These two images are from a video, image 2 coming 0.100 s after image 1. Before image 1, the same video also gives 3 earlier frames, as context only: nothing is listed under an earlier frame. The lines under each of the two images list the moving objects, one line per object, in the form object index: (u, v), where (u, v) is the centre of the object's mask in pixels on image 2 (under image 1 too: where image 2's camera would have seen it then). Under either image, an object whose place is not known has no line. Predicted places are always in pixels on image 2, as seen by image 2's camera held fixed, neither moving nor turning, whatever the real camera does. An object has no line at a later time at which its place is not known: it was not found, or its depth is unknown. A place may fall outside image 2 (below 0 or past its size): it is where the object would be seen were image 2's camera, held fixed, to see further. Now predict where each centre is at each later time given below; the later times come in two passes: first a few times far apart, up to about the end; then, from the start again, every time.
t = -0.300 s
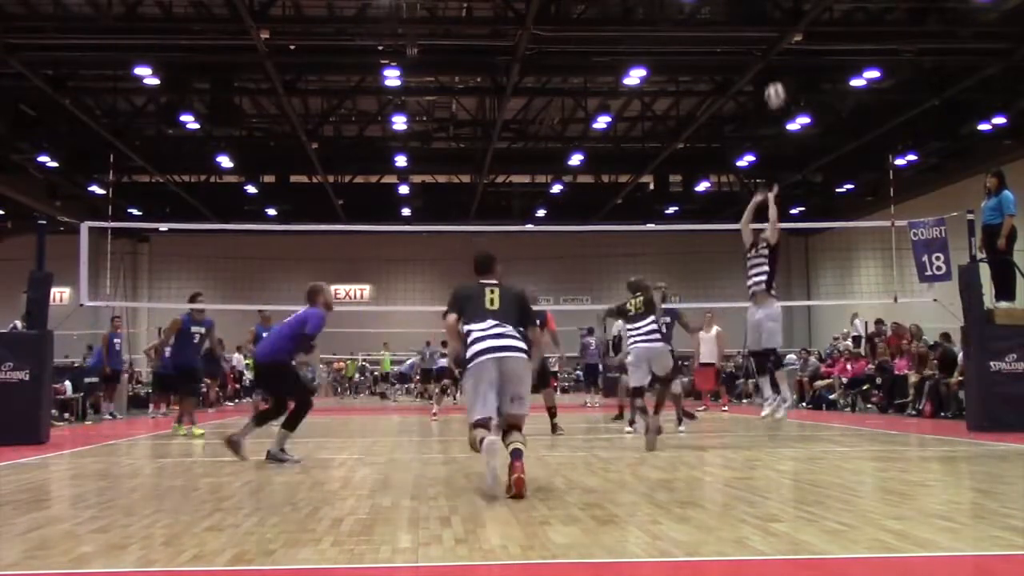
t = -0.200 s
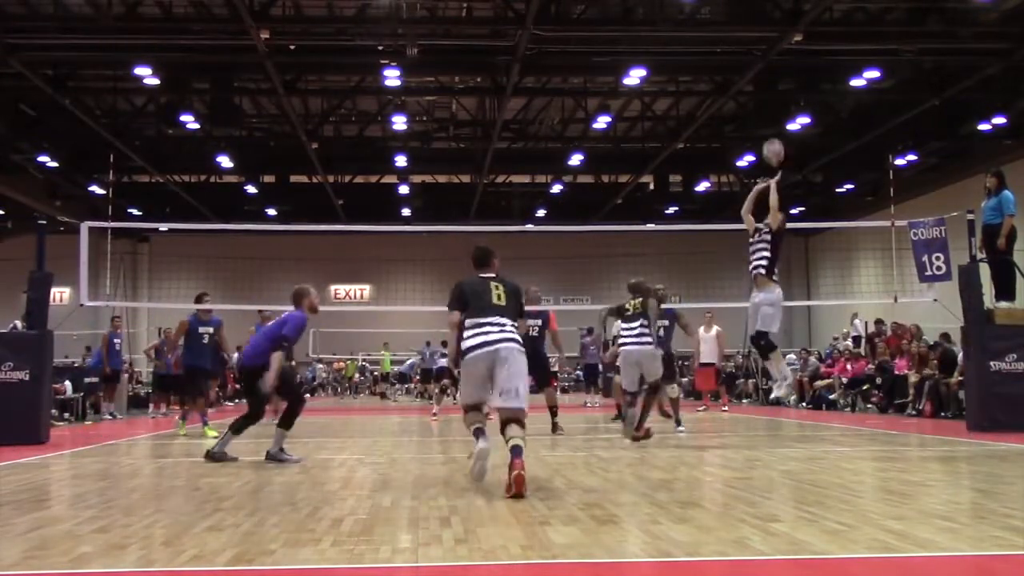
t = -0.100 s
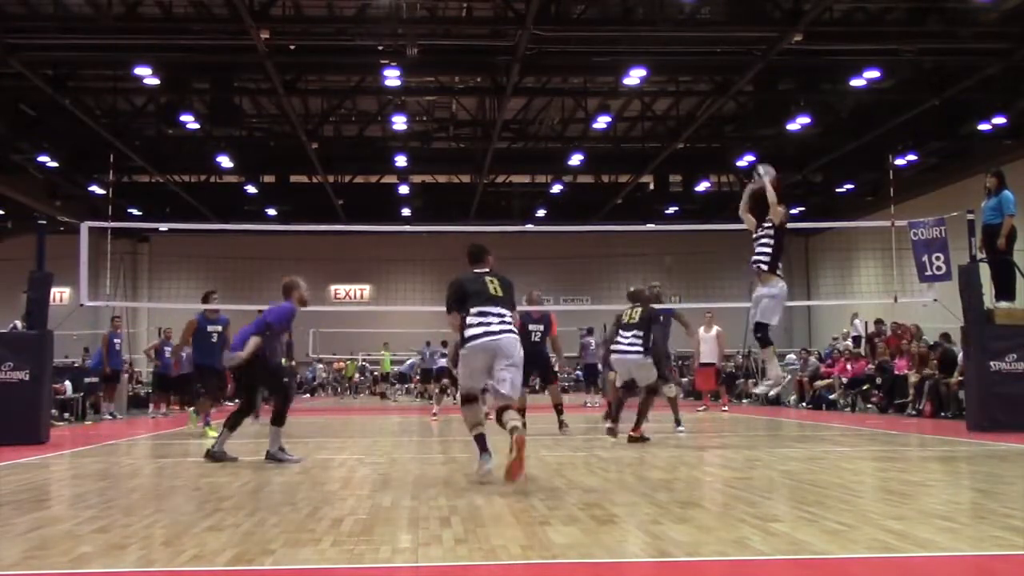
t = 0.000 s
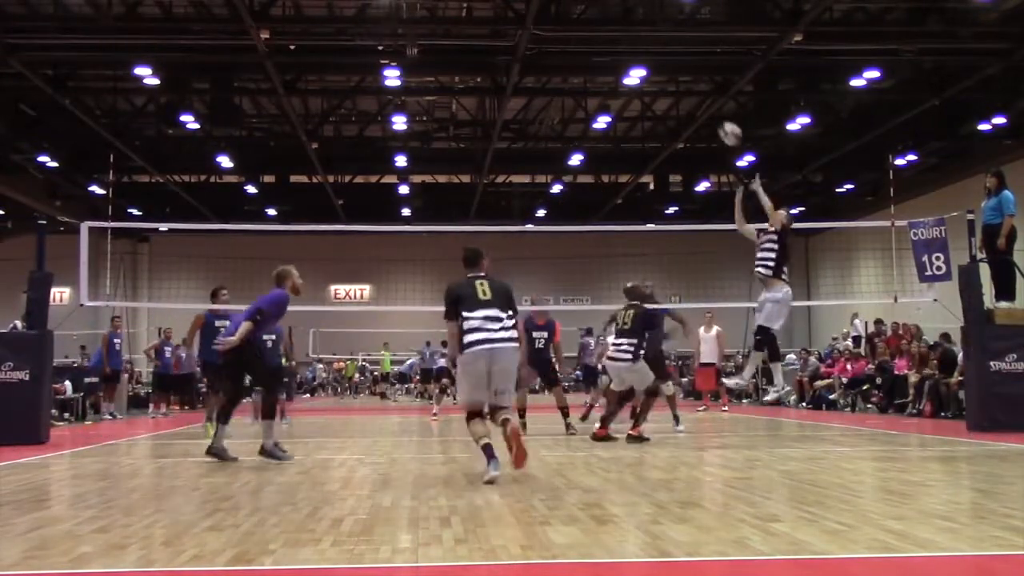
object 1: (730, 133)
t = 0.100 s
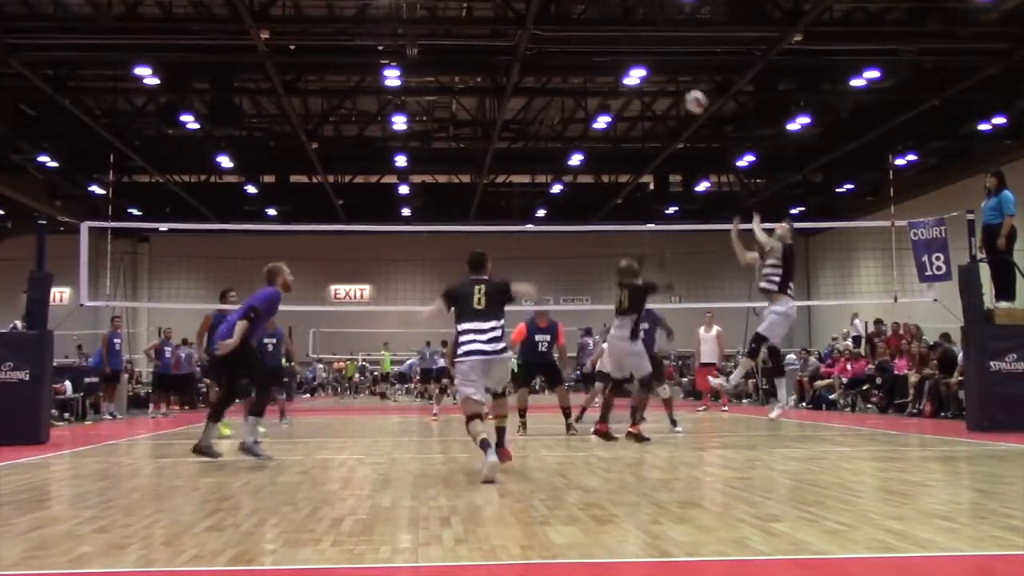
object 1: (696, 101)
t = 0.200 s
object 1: (662, 79)
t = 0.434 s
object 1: (585, 63)
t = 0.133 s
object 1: (684, 93)
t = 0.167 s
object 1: (673, 85)
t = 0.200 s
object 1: (662, 79)
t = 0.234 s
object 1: (652, 73)
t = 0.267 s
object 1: (640, 67)
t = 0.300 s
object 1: (627, 64)
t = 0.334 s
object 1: (618, 64)
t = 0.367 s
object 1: (607, 62)
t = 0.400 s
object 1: (596, 62)
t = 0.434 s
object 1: (585, 63)
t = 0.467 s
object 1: (575, 64)
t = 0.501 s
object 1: (564, 67)
